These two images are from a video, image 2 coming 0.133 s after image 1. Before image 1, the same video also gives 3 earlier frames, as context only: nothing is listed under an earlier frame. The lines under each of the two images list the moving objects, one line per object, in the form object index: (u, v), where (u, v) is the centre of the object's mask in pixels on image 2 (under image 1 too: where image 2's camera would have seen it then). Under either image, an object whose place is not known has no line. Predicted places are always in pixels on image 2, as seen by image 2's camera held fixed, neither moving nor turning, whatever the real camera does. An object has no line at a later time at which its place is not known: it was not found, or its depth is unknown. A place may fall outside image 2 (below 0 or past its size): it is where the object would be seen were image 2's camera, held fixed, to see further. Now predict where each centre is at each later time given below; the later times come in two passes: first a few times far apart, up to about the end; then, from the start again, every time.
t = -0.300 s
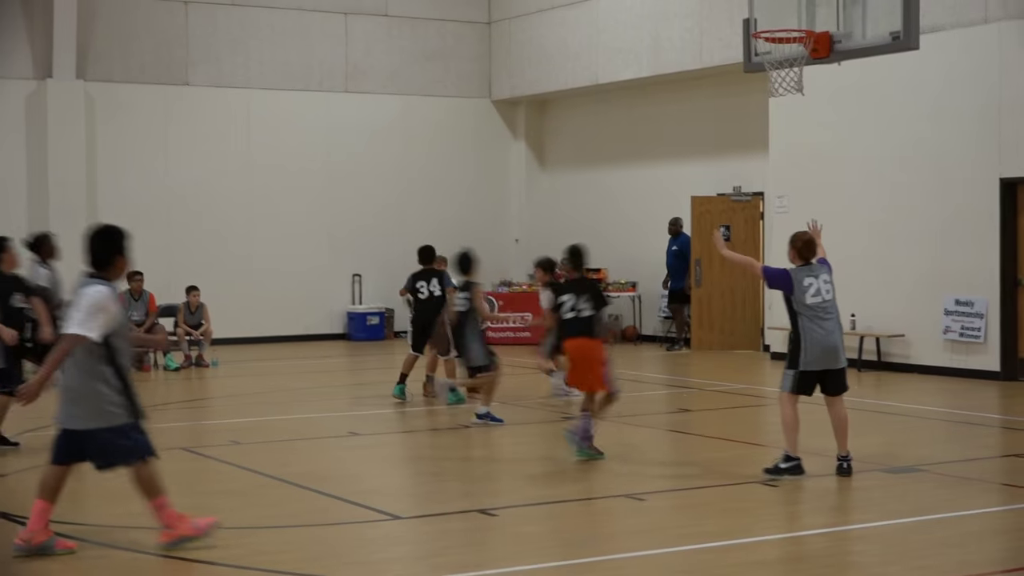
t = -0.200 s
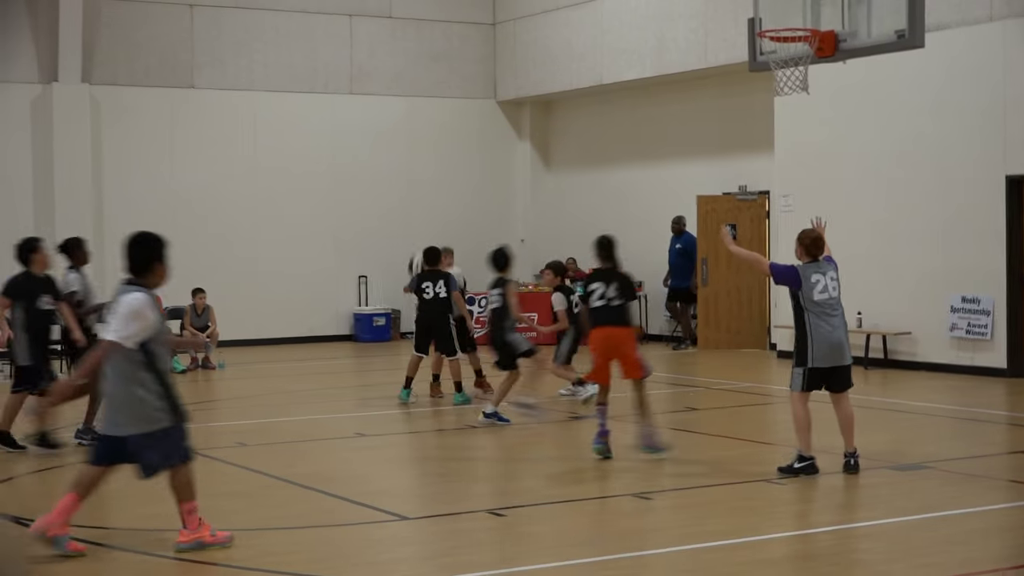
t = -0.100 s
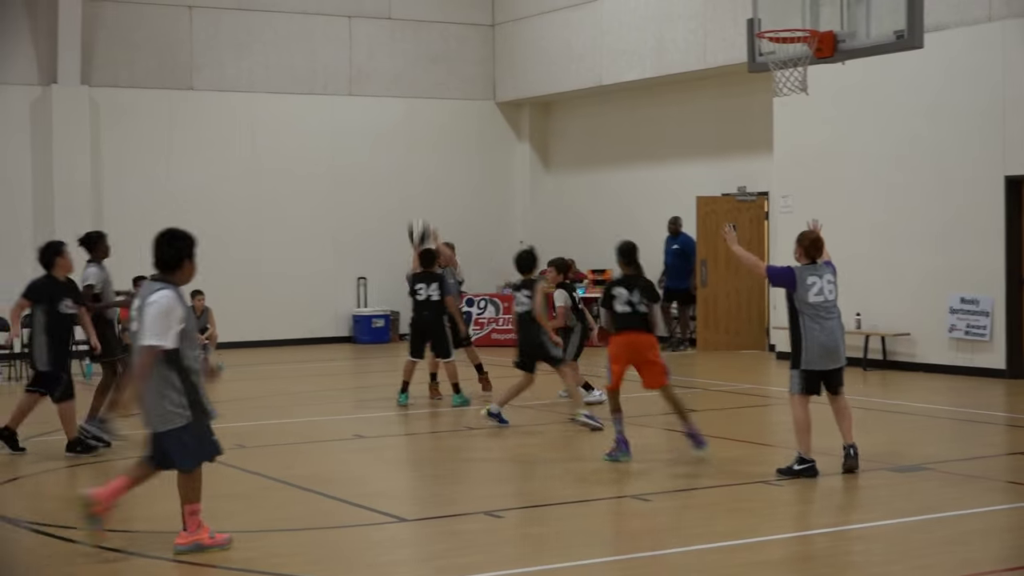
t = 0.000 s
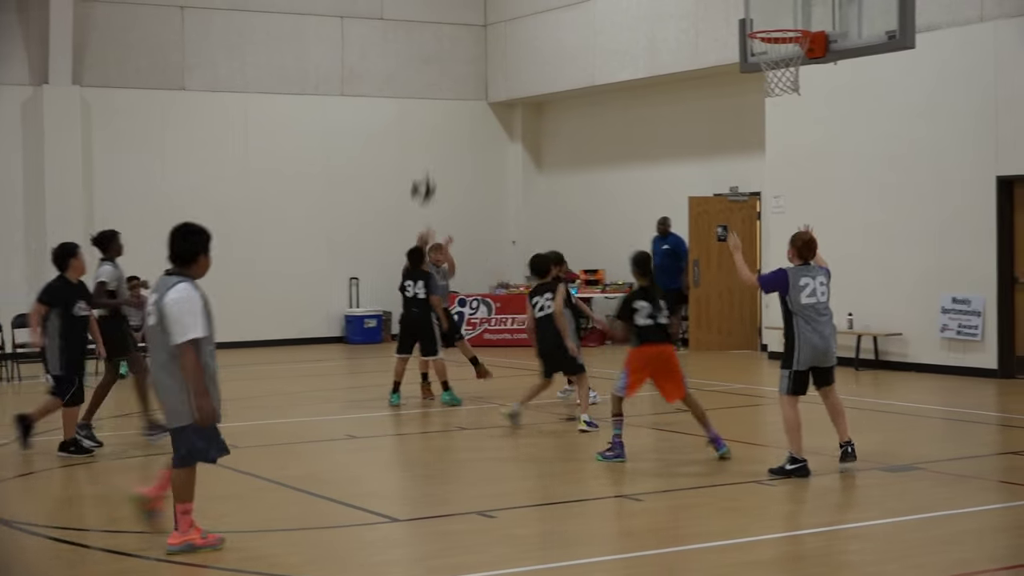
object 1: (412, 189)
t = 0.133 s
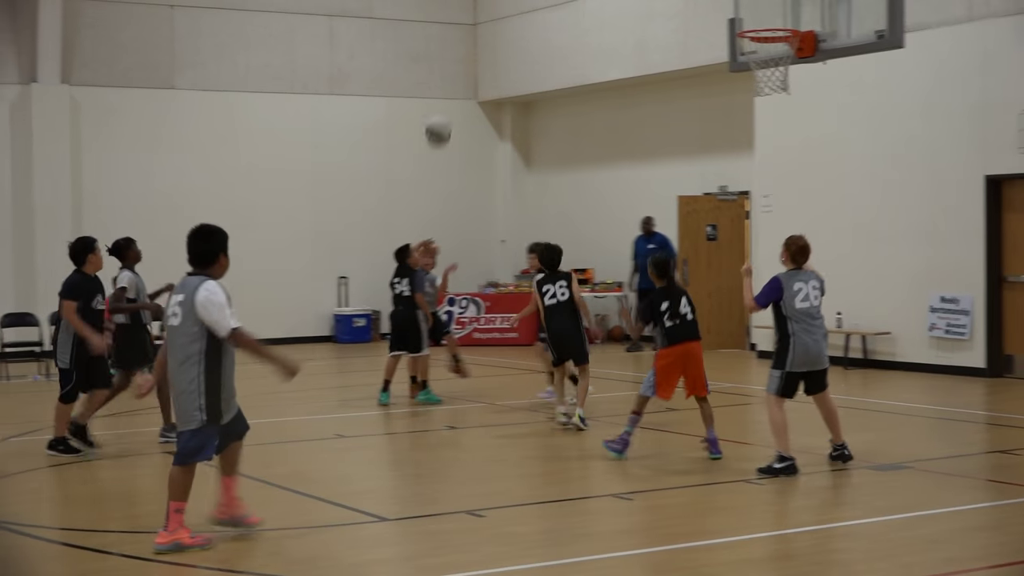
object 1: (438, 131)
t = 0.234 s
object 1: (456, 102)
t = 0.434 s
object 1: (501, 70)
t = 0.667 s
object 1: (562, 92)
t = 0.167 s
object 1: (444, 123)
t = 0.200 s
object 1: (450, 112)
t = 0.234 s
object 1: (456, 102)
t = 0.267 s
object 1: (464, 93)
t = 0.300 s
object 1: (470, 87)
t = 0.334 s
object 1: (478, 82)
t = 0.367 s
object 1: (486, 76)
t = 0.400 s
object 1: (494, 72)
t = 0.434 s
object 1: (501, 70)
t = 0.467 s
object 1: (508, 69)
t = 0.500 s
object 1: (516, 68)
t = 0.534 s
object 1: (523, 69)
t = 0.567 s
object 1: (531, 72)
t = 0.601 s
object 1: (541, 77)
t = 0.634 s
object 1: (551, 84)
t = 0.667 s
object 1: (562, 92)
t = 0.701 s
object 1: (570, 98)
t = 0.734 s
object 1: (579, 109)
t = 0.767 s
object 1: (588, 120)
